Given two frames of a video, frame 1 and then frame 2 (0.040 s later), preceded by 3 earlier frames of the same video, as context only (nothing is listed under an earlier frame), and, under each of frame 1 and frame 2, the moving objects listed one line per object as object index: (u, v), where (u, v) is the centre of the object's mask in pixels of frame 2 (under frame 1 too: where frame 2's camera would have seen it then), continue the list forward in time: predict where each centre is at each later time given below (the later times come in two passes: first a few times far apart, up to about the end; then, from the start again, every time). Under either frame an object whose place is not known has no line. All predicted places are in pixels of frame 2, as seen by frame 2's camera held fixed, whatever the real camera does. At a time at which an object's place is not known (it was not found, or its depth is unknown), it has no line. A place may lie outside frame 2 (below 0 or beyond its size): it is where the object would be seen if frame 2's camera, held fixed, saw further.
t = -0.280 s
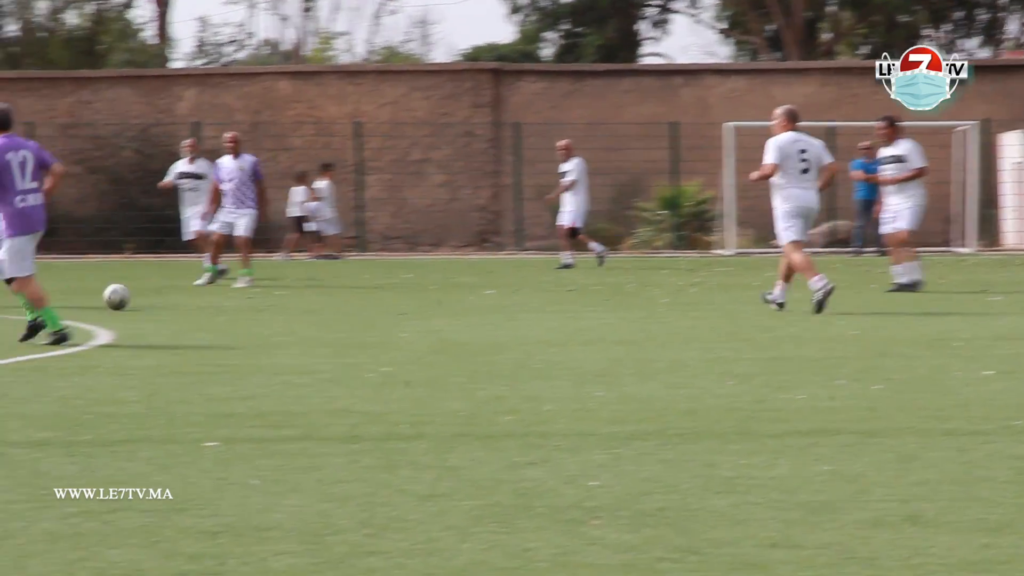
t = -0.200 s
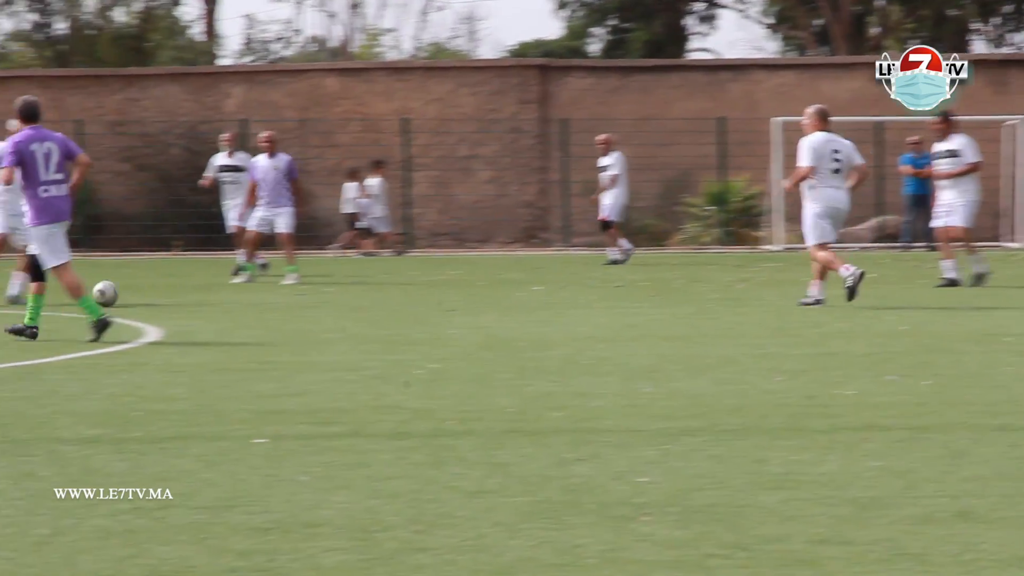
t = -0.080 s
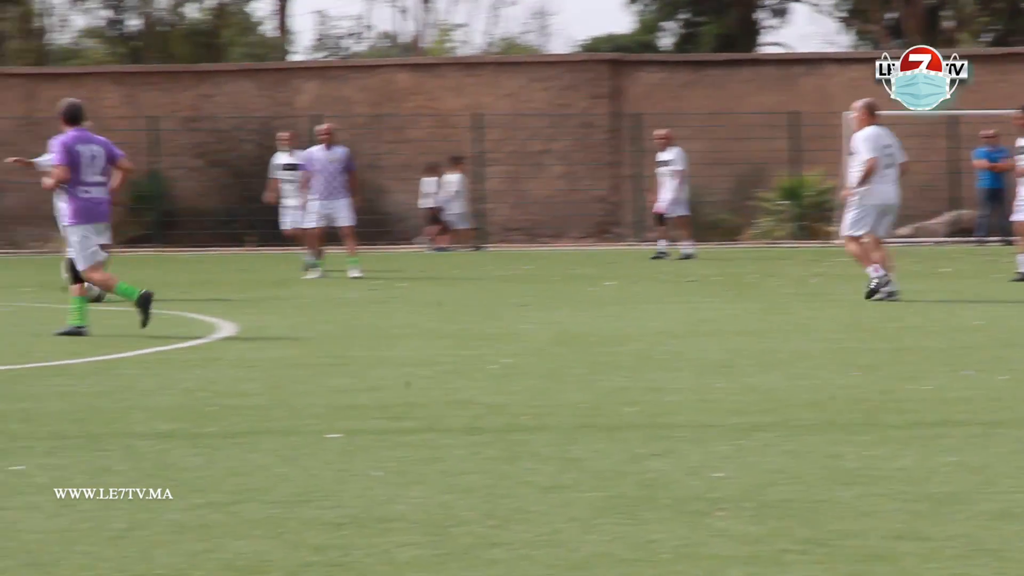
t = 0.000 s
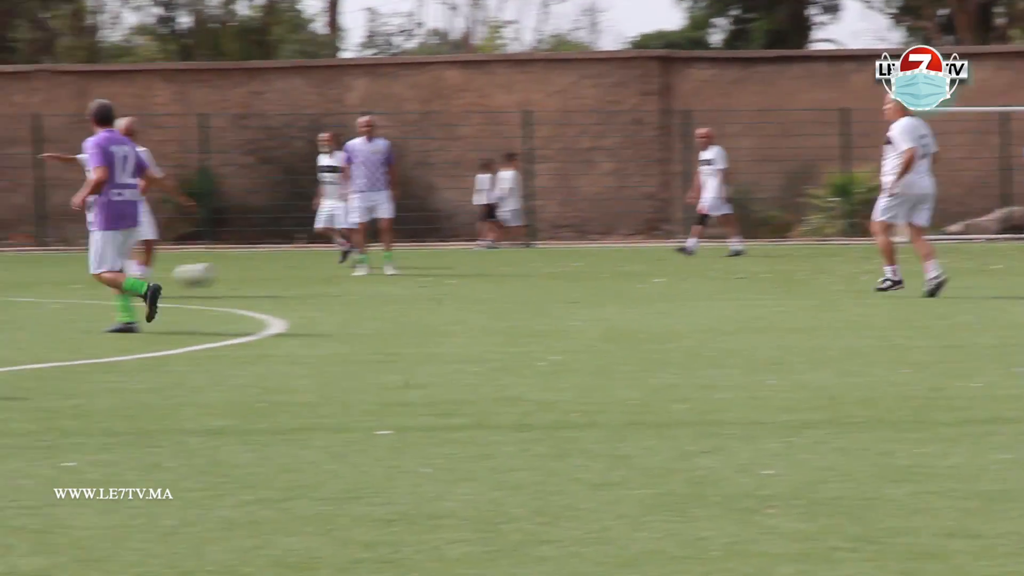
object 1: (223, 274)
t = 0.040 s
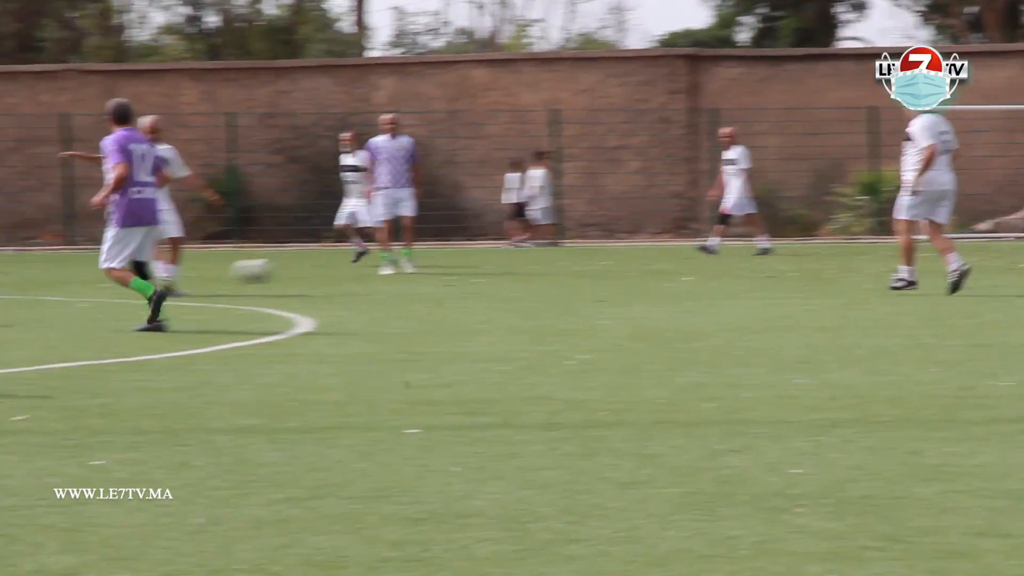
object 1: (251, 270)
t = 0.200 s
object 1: (374, 274)
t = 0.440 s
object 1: (518, 272)
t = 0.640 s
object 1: (604, 274)
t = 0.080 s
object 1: (281, 269)
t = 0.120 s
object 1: (311, 269)
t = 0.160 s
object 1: (343, 271)
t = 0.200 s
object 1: (374, 274)
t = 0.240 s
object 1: (404, 279)
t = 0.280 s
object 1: (434, 282)
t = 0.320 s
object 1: (456, 277)
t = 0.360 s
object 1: (476, 273)
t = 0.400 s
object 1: (498, 272)
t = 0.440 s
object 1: (518, 272)
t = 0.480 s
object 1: (537, 273)
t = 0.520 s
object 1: (558, 276)
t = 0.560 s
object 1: (577, 280)
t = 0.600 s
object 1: (591, 276)
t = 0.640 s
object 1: (604, 274)
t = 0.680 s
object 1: (616, 273)
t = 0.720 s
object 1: (631, 274)
